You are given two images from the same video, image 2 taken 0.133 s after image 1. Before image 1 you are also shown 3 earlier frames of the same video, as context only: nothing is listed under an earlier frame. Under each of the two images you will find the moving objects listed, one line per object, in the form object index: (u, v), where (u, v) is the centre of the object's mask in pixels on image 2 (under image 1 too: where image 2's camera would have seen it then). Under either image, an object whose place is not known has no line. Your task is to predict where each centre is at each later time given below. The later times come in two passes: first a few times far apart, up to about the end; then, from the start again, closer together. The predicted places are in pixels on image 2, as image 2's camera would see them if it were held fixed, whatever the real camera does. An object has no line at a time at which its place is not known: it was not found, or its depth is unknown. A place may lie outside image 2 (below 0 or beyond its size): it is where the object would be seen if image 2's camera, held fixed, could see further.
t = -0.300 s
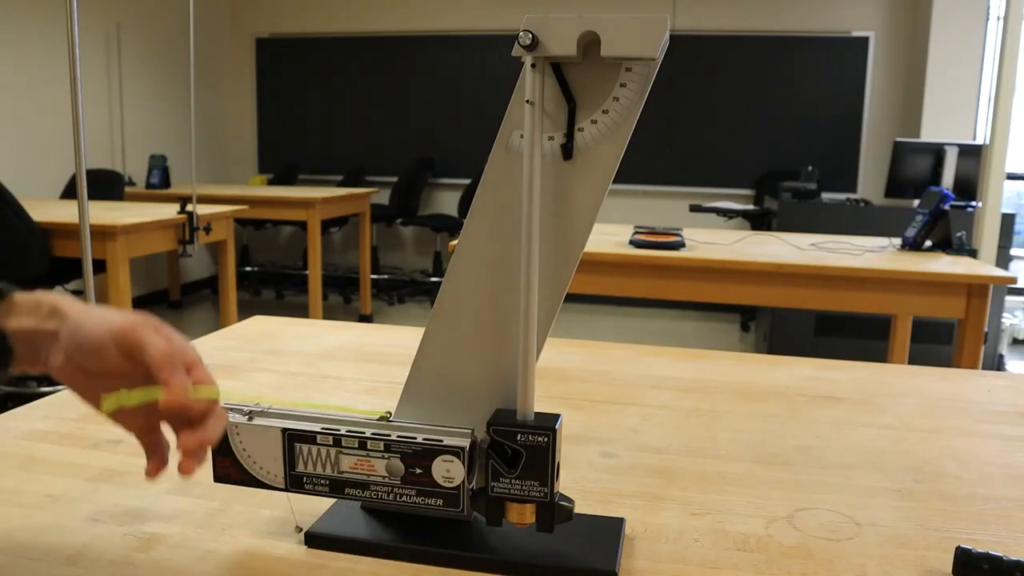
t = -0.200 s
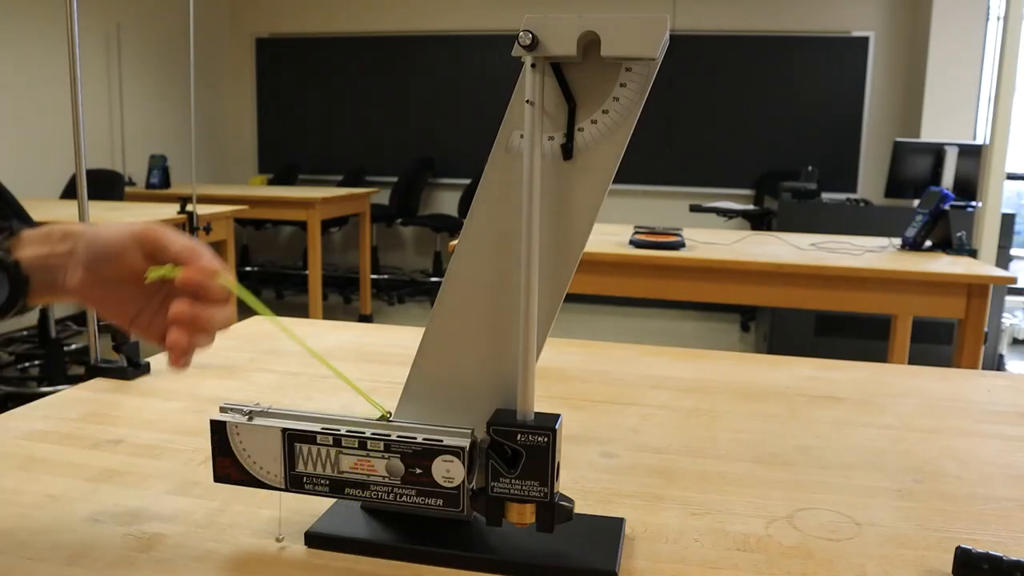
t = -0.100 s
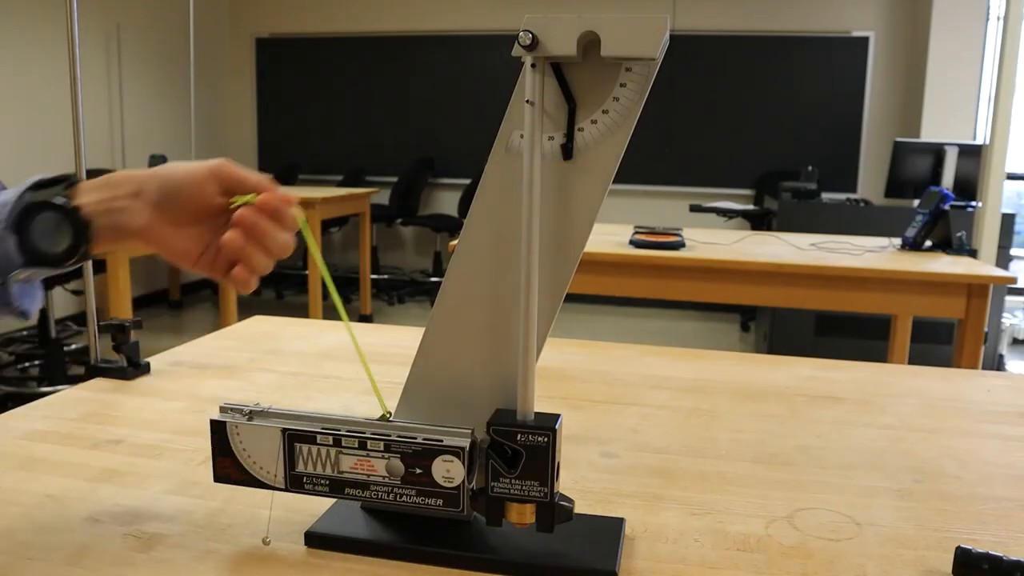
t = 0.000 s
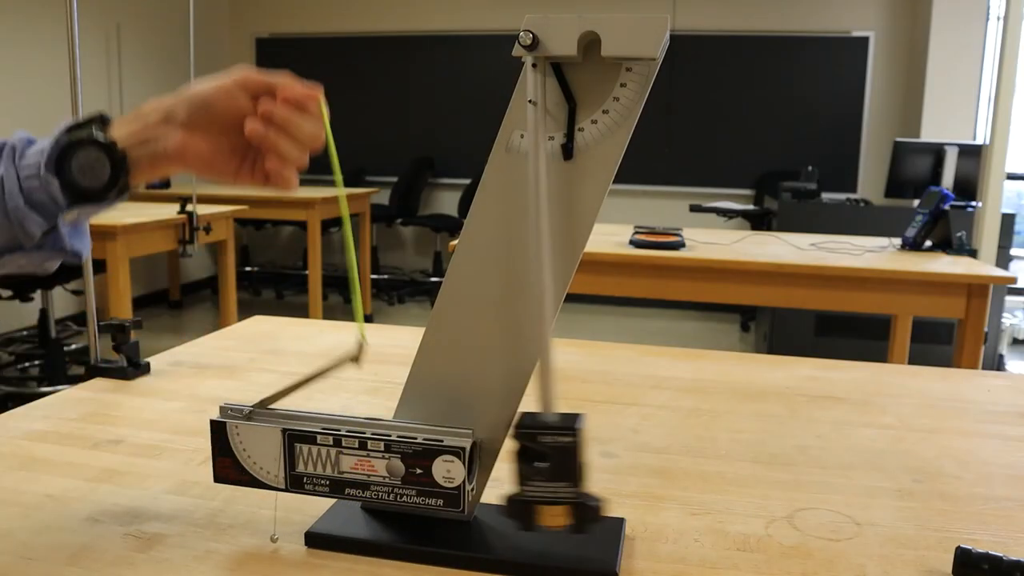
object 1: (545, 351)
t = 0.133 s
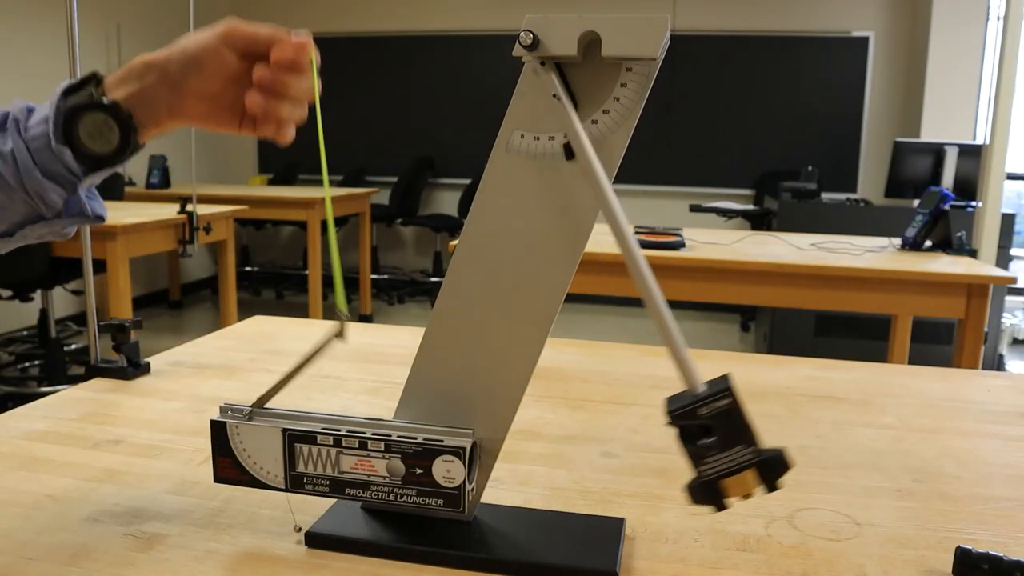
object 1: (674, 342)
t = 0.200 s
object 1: (709, 326)
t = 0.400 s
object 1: (664, 331)
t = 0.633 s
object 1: (579, 358)
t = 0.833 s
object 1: (647, 339)
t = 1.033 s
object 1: (580, 348)
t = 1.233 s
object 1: (572, 346)
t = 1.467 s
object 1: (600, 352)
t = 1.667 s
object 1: (533, 353)
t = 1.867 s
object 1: (570, 362)
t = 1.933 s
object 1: (577, 363)
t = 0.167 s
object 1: (695, 335)
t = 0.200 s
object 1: (709, 326)
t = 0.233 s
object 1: (720, 325)
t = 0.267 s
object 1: (722, 324)
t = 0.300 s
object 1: (714, 320)
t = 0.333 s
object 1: (705, 325)
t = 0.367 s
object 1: (688, 330)
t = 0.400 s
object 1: (664, 331)
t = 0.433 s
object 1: (638, 338)
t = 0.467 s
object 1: (607, 333)
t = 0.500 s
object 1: (576, 348)
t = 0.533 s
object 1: (541, 352)
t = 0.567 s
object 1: (535, 355)
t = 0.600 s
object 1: (557, 356)
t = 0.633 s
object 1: (579, 358)
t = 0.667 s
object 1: (599, 350)
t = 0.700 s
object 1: (616, 349)
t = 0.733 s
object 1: (627, 336)
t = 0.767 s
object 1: (637, 337)
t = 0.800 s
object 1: (644, 339)
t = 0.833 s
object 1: (647, 339)
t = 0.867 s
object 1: (645, 339)
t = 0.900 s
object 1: (638, 339)
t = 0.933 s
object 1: (627, 338)
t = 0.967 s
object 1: (613, 335)
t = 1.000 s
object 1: (599, 348)
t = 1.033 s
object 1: (580, 348)
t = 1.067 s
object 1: (559, 343)
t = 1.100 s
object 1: (536, 349)
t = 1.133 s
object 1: (532, 350)
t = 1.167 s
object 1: (545, 357)
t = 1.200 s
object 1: (560, 345)
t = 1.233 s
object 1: (572, 346)
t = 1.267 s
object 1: (583, 348)
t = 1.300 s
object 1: (593, 349)
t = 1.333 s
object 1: (600, 351)
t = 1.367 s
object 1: (604, 351)
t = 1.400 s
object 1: (605, 349)
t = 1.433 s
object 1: (604, 350)
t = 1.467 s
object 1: (600, 352)
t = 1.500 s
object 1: (593, 352)
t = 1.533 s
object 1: (584, 351)
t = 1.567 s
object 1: (573, 350)
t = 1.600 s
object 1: (561, 346)
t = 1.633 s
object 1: (546, 356)
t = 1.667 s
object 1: (533, 353)
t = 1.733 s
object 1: (539, 358)
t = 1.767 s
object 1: (548, 360)
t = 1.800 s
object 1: (556, 360)
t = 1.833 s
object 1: (564, 361)
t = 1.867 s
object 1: (570, 362)
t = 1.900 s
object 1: (574, 363)
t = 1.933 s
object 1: (577, 363)
